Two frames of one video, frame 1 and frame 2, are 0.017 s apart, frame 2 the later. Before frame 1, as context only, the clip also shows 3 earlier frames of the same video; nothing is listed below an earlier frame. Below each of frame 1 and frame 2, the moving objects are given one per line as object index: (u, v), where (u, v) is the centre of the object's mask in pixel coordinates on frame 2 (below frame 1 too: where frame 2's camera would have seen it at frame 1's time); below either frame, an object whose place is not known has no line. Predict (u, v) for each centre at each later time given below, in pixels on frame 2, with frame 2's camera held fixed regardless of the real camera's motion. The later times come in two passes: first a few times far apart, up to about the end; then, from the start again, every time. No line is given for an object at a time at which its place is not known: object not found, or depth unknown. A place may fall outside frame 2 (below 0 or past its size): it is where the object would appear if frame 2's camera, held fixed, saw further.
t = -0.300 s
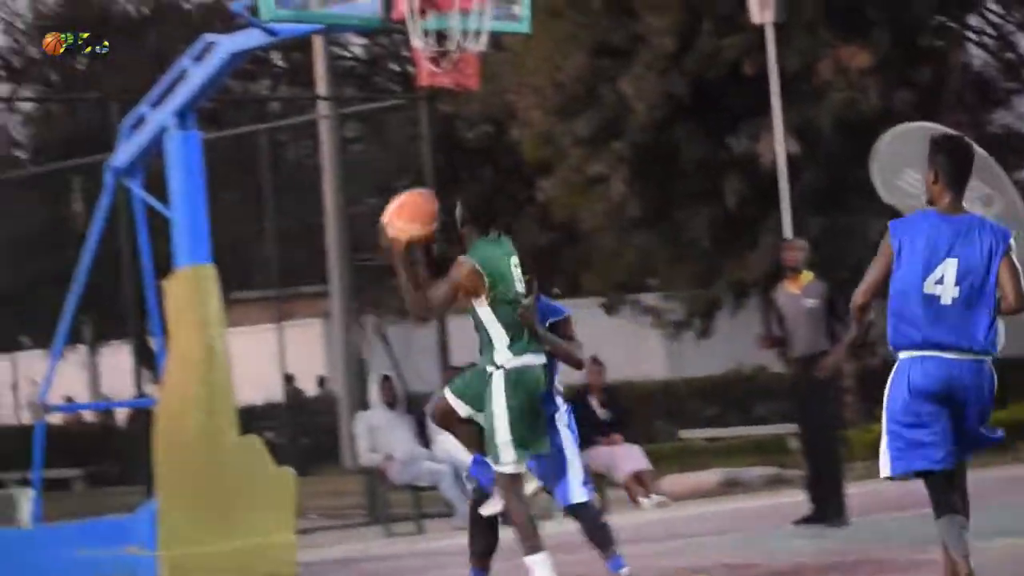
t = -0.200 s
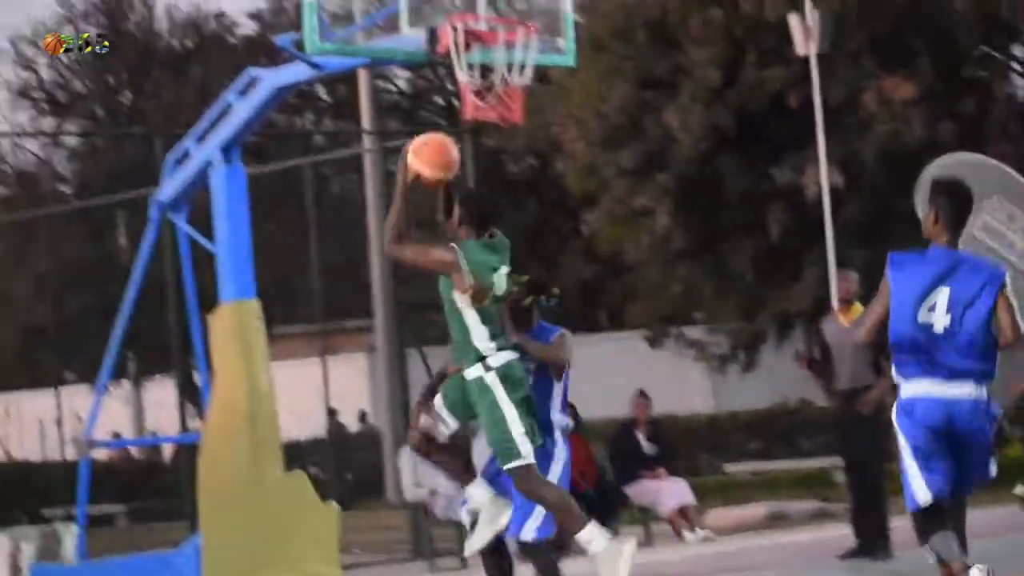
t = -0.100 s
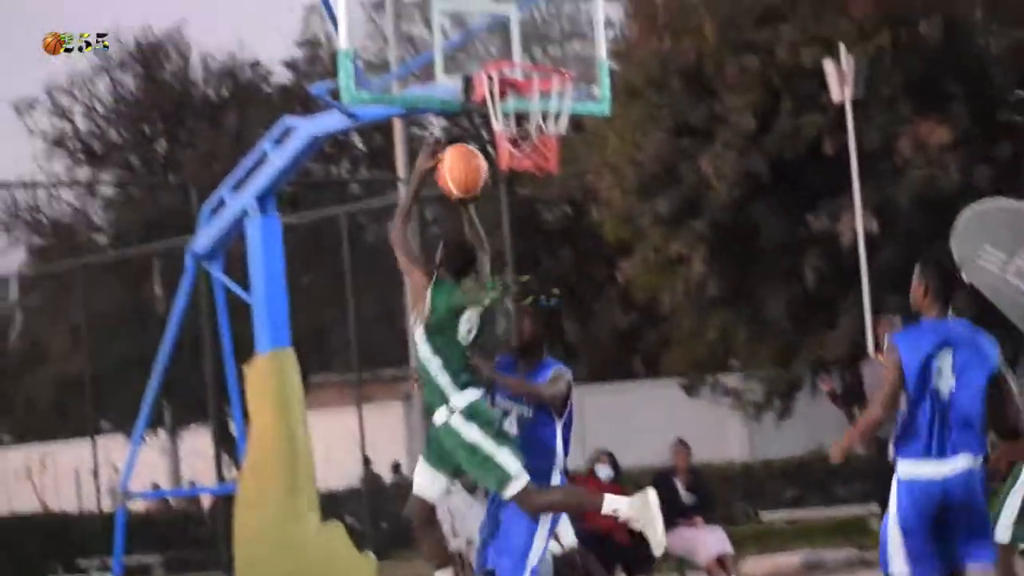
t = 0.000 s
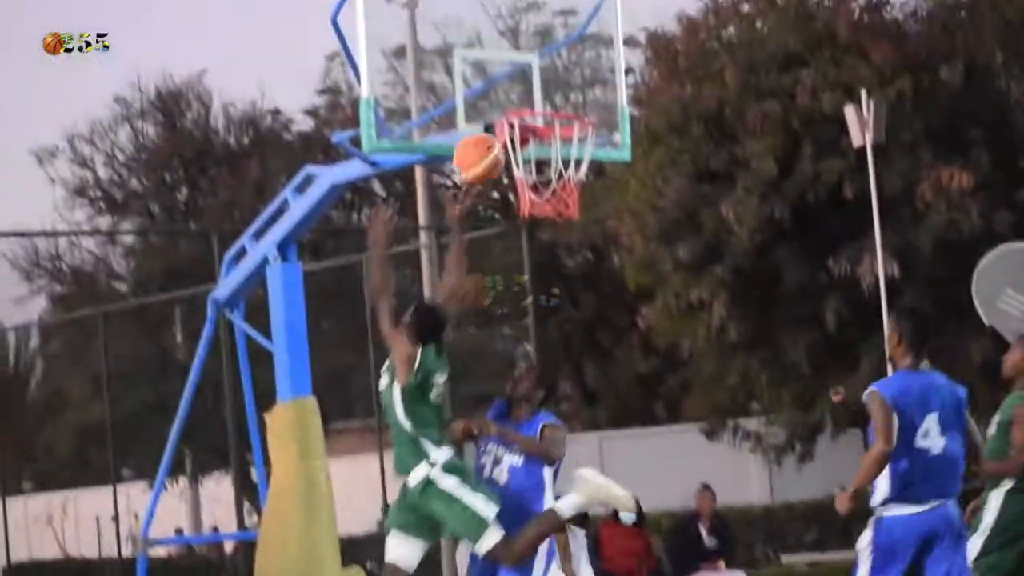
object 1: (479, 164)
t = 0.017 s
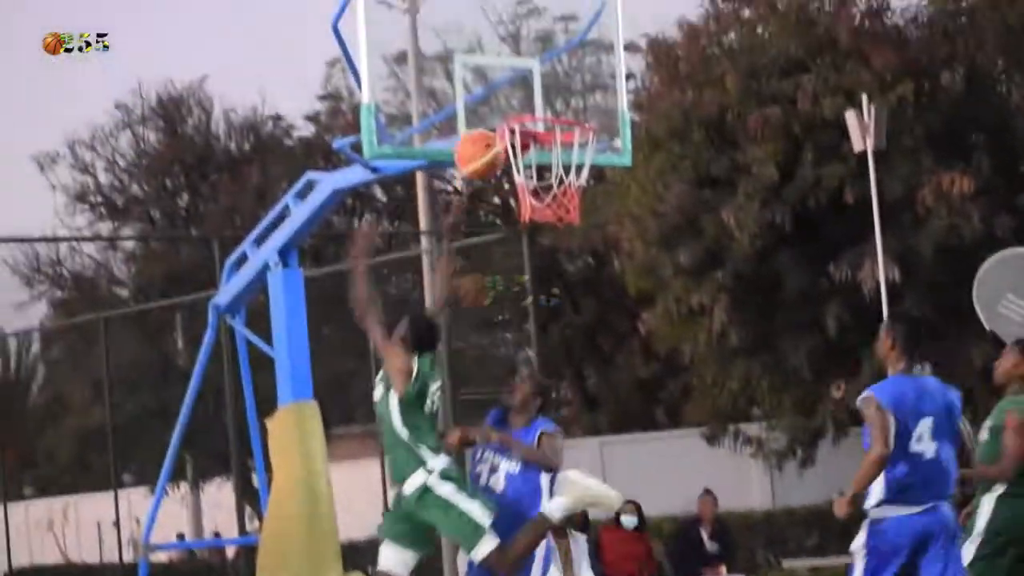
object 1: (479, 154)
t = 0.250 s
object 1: (477, 85)
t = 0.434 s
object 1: (485, 103)
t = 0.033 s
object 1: (480, 147)
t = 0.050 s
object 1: (480, 137)
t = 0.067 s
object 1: (478, 130)
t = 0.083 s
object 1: (477, 122)
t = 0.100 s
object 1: (477, 116)
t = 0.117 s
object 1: (477, 110)
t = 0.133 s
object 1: (477, 105)
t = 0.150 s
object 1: (477, 100)
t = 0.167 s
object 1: (477, 96)
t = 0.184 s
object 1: (477, 93)
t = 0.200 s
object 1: (477, 90)
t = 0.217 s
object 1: (477, 88)
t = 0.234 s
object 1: (478, 87)
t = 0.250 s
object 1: (477, 85)
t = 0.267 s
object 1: (478, 85)
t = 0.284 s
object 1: (478, 85)
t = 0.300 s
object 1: (479, 85)
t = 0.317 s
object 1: (479, 85)
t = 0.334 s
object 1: (479, 86)
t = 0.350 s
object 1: (480, 88)
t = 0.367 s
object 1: (481, 90)
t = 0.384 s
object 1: (481, 92)
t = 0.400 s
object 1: (482, 97)
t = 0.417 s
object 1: (482, 101)
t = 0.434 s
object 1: (485, 103)
